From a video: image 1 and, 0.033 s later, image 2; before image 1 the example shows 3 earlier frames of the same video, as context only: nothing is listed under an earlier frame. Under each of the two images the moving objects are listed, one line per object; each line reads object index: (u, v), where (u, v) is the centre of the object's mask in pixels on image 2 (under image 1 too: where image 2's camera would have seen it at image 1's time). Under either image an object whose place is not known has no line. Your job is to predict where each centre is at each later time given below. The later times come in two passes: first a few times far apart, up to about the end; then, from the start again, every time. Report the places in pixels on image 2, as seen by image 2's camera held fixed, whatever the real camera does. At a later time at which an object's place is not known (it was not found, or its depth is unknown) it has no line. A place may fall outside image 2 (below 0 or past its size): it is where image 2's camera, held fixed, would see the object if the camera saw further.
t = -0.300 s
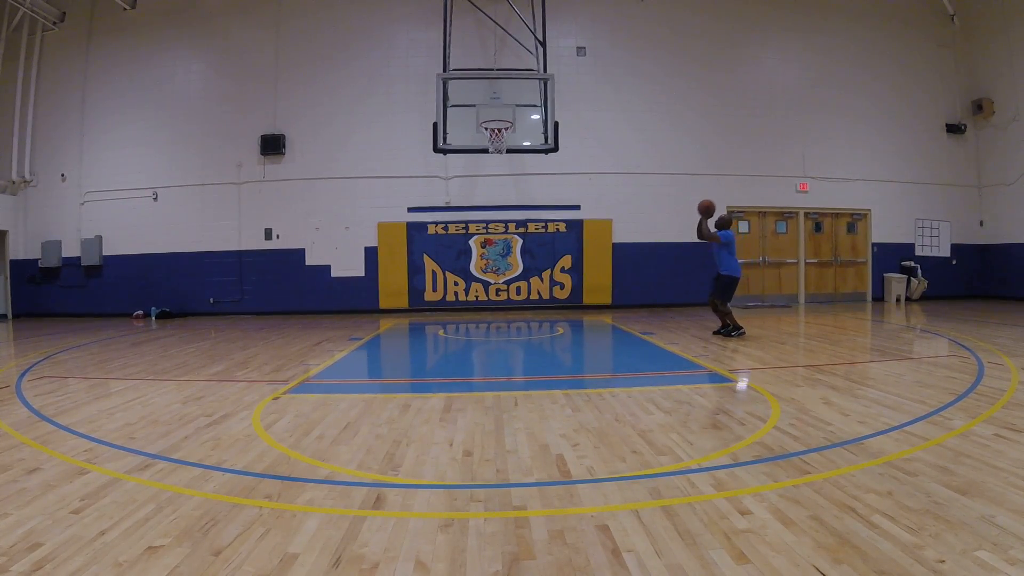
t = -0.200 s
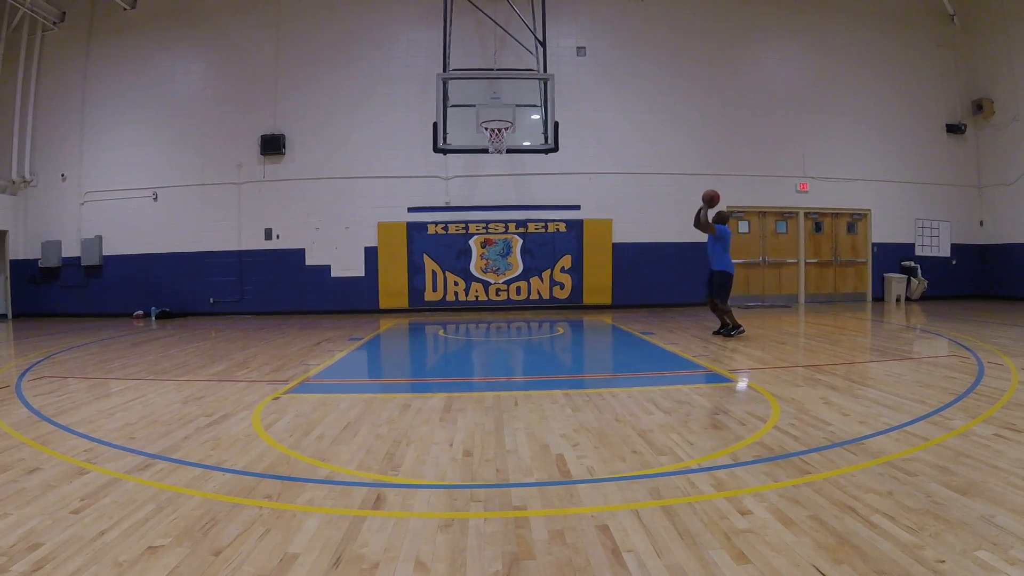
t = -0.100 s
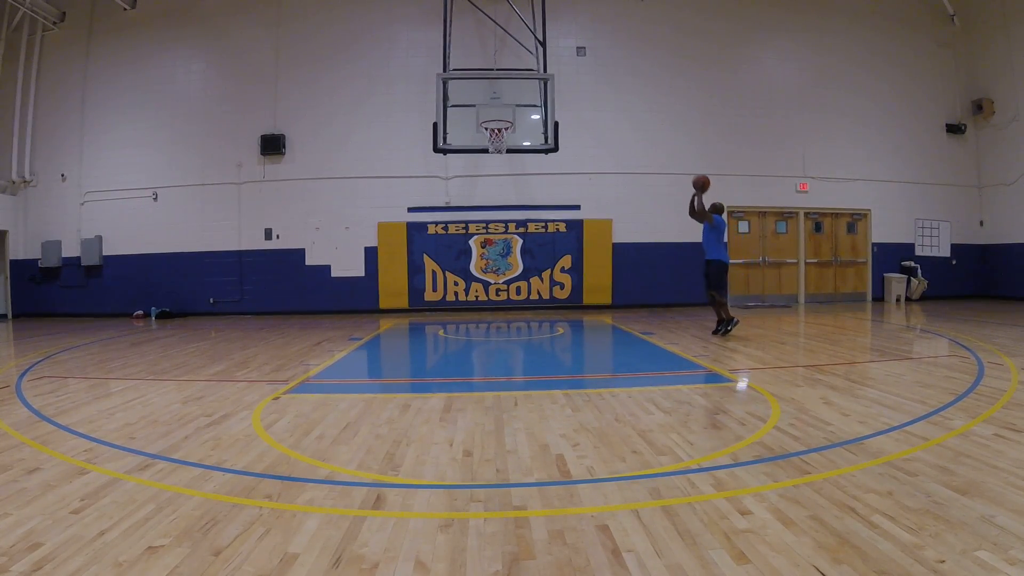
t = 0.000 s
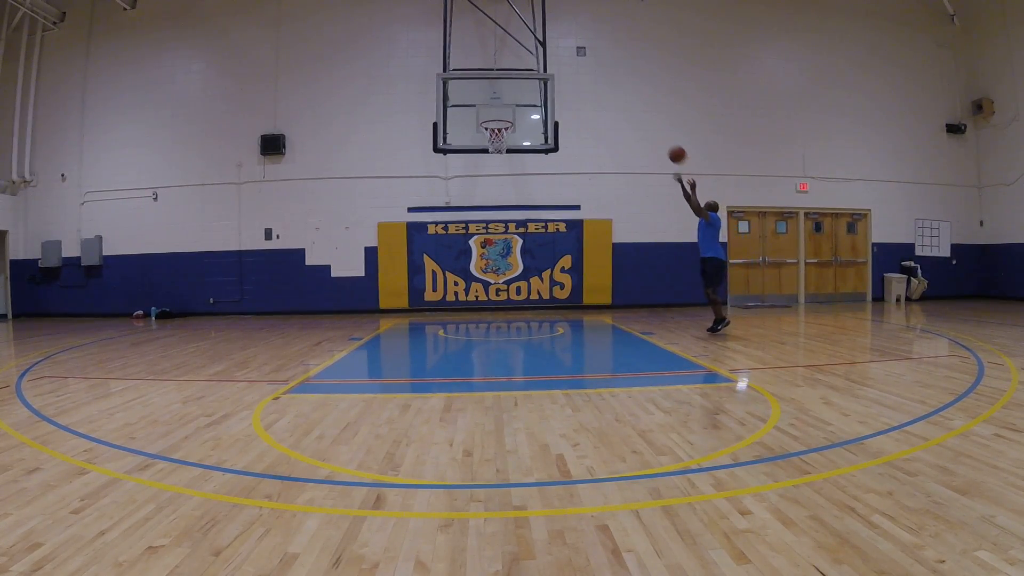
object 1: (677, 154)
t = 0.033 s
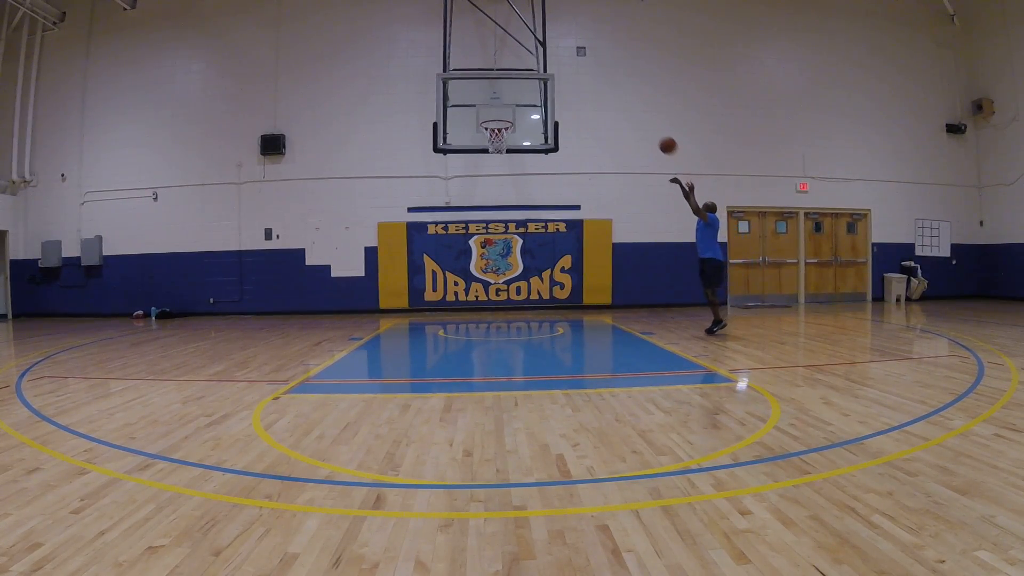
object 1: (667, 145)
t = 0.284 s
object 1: (601, 104)
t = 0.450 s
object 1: (562, 102)
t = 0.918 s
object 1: (547, 146)
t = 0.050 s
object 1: (663, 141)
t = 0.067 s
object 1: (658, 137)
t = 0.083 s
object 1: (653, 133)
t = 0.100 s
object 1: (649, 129)
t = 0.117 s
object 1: (644, 126)
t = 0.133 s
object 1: (640, 123)
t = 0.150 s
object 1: (635, 120)
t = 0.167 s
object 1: (631, 117)
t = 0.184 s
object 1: (626, 115)
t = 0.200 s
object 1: (622, 112)
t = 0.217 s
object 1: (618, 110)
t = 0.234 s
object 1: (614, 109)
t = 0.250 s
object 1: (610, 107)
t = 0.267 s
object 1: (605, 105)
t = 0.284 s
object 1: (601, 104)
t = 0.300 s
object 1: (597, 103)
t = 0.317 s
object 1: (593, 102)
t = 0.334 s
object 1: (589, 102)
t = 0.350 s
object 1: (585, 101)
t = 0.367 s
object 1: (581, 101)
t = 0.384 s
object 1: (577, 101)
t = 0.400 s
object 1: (573, 101)
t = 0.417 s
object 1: (569, 101)
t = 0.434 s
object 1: (565, 101)
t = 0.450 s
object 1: (562, 102)
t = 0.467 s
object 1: (558, 103)
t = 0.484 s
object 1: (554, 104)
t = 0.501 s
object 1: (551, 105)
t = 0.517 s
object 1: (548, 106)
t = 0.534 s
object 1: (543, 108)
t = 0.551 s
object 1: (539, 109)
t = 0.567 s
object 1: (536, 111)
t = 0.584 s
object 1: (533, 112)
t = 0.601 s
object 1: (532, 113)
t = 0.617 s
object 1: (530, 114)
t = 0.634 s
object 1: (528, 115)
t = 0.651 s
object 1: (527, 116)
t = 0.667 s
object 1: (525, 118)
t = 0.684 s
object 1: (523, 120)
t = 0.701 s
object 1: (522, 122)
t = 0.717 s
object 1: (520, 124)
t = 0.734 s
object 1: (521, 125)
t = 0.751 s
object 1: (523, 125)
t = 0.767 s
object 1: (525, 127)
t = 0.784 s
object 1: (528, 128)
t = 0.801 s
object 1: (530, 130)
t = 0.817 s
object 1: (533, 131)
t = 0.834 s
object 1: (535, 133)
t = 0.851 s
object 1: (538, 136)
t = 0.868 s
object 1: (539, 138)
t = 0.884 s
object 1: (542, 141)
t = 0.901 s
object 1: (545, 144)
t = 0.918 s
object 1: (547, 146)
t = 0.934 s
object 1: (549, 149)
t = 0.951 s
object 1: (552, 152)
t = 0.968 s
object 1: (554, 156)
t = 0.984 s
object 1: (557, 160)
